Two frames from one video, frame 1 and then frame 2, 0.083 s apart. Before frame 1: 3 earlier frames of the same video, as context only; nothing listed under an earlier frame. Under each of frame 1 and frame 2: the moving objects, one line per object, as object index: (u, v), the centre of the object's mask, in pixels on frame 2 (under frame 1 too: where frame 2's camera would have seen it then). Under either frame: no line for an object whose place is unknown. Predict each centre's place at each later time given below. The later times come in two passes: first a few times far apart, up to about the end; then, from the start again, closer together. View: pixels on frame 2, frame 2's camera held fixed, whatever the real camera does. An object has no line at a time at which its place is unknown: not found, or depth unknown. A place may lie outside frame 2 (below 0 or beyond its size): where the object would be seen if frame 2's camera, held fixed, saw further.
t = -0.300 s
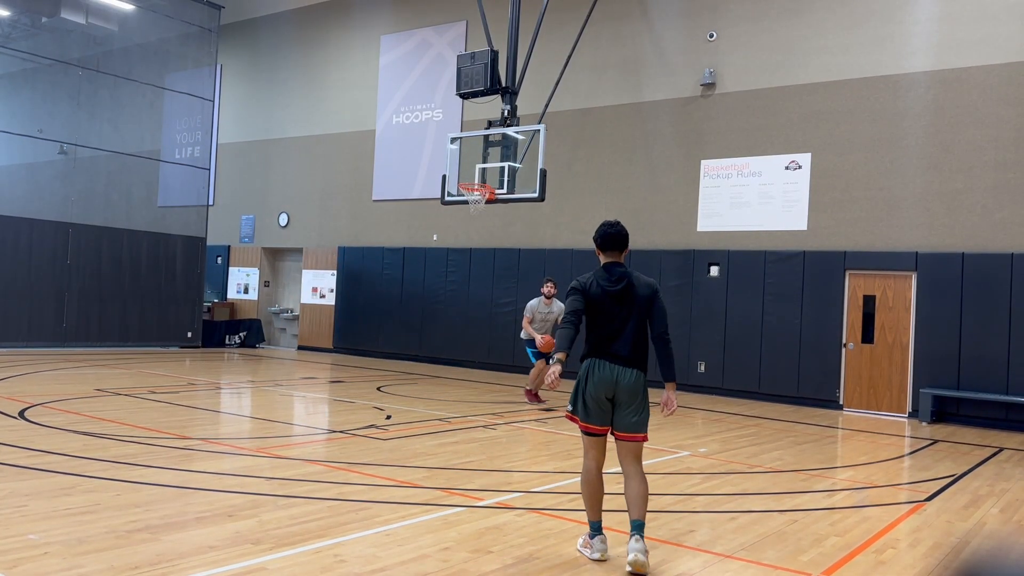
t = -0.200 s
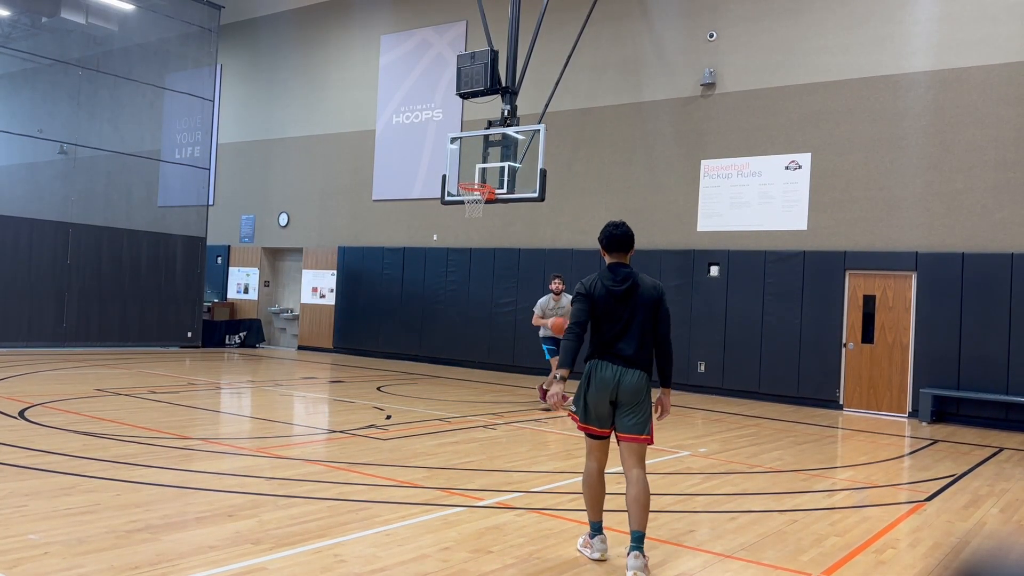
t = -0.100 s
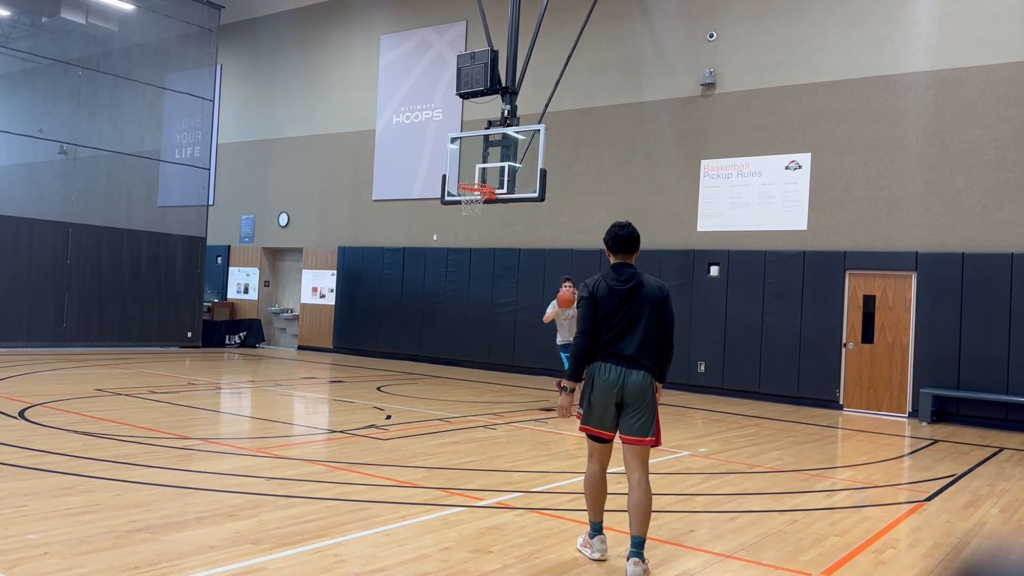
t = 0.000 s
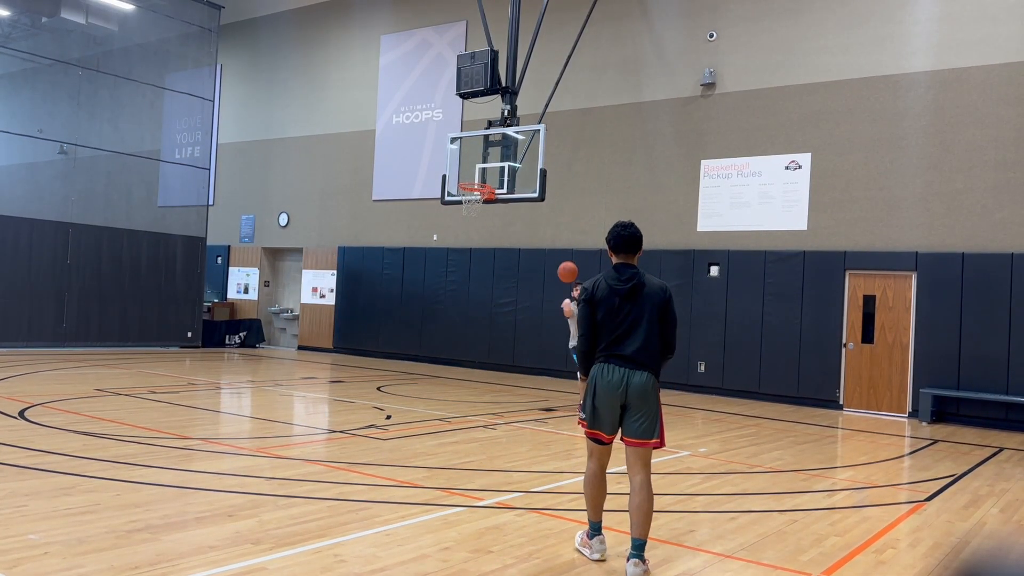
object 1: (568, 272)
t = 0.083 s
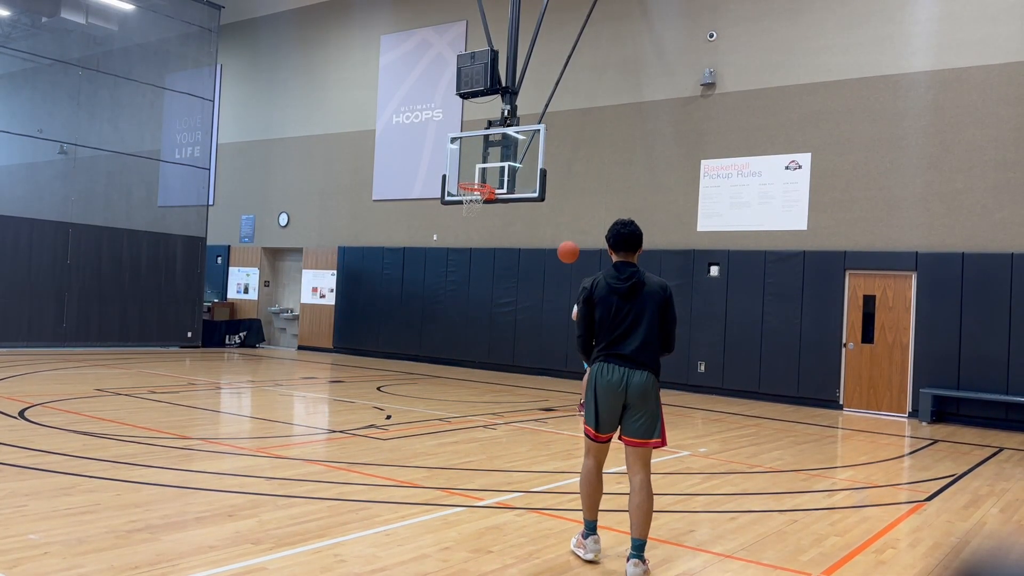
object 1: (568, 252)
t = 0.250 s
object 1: (567, 223)
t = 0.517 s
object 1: (559, 228)
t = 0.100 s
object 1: (568, 248)
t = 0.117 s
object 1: (568, 245)
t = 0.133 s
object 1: (568, 241)
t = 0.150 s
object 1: (568, 238)
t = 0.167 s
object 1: (568, 235)
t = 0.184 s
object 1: (568, 233)
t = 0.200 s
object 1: (568, 230)
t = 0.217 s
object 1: (568, 227)
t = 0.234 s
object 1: (567, 225)
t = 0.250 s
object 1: (567, 223)
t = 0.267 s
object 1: (567, 221)
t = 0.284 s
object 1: (567, 220)
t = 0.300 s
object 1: (567, 218)
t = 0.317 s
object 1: (566, 217)
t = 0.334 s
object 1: (566, 216)
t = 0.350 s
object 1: (566, 216)
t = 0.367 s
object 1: (565, 216)
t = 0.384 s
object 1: (565, 216)
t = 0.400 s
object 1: (564, 216)
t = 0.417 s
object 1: (564, 217)
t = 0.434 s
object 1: (563, 218)
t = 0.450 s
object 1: (563, 219)
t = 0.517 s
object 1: (559, 228)
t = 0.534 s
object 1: (558, 231)
